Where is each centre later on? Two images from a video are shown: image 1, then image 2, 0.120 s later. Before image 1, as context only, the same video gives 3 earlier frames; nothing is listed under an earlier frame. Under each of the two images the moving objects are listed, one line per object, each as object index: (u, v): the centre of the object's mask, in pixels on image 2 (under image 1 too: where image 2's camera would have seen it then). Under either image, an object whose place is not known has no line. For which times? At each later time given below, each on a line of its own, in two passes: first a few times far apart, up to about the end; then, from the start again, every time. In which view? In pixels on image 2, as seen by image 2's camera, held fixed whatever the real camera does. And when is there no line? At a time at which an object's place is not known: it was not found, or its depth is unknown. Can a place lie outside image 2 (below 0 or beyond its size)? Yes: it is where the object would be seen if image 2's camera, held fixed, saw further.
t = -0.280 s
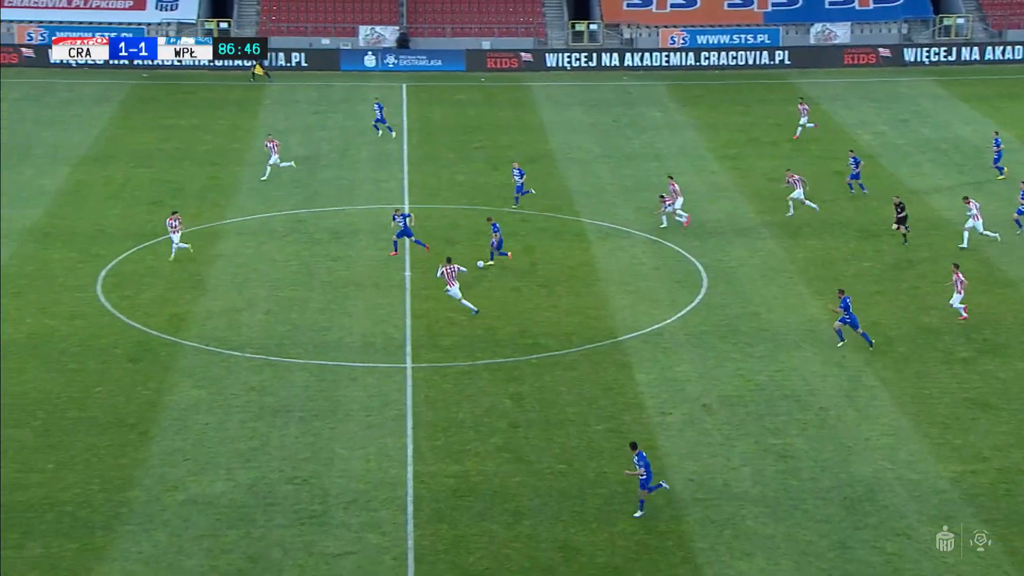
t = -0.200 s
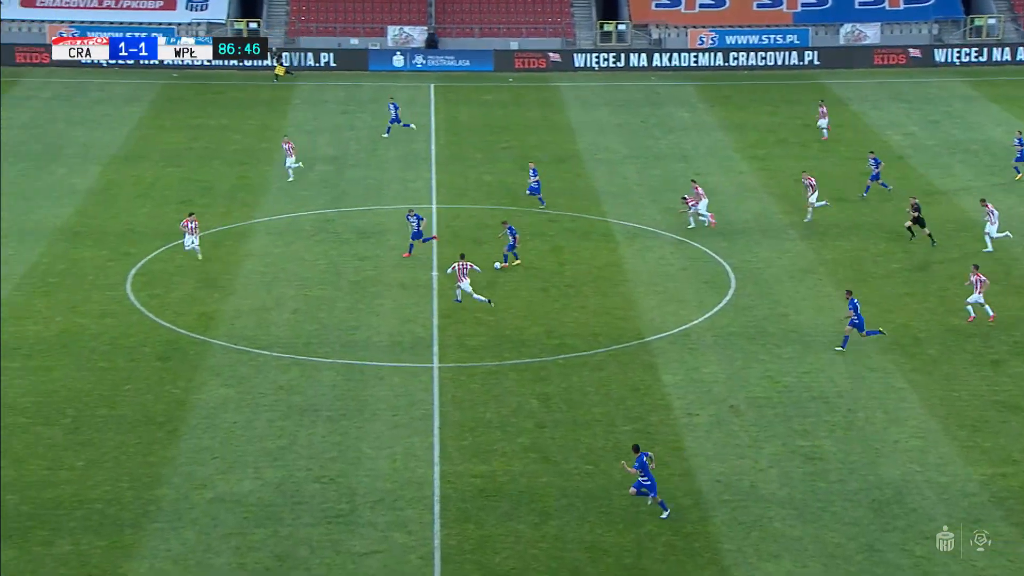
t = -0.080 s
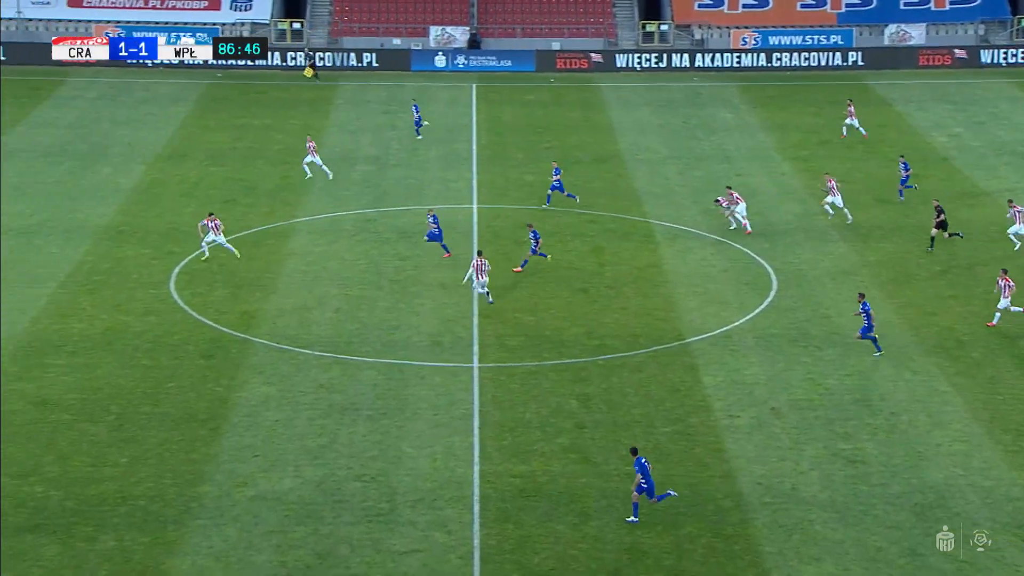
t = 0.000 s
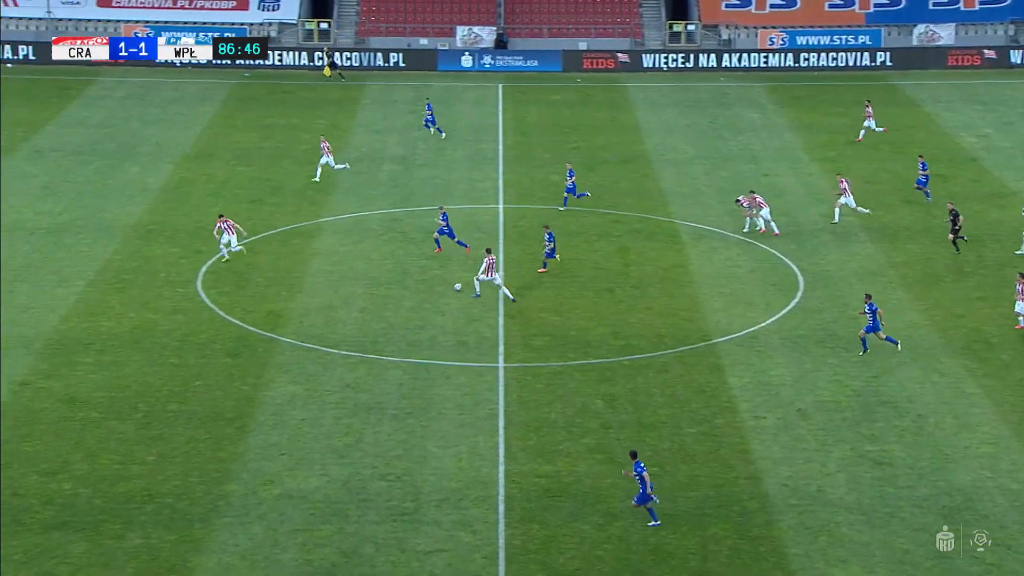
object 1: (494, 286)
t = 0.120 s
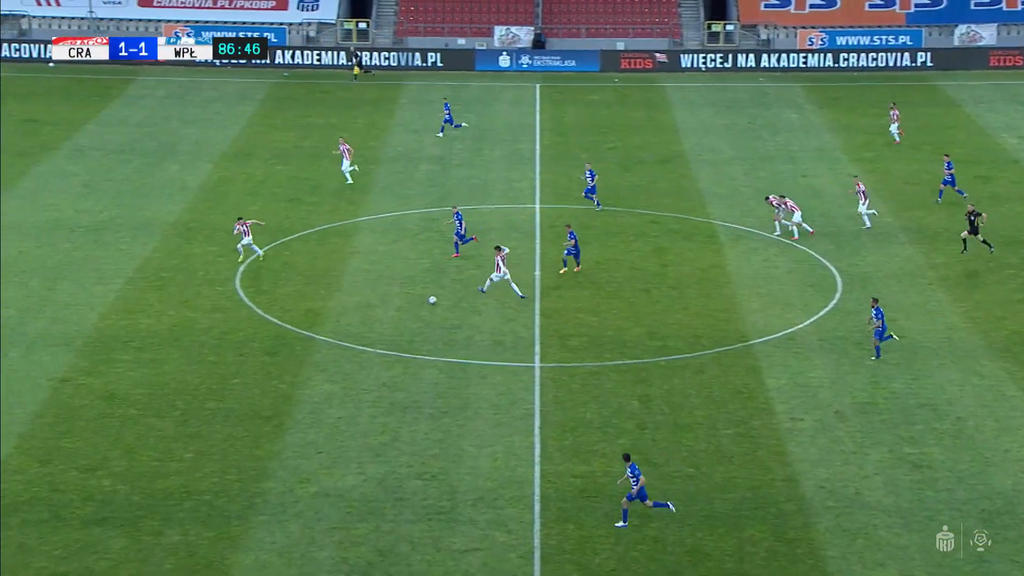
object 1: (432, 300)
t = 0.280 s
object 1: (354, 318)
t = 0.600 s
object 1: (213, 352)
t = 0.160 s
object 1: (411, 305)
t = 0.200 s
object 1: (392, 310)
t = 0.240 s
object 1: (373, 315)
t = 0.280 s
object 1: (354, 318)
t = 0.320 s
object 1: (335, 322)
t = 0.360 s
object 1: (317, 326)
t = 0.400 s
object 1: (298, 332)
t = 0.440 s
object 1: (281, 336)
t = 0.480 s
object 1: (264, 338)
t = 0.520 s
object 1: (247, 342)
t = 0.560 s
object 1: (230, 347)
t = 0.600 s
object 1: (213, 352)
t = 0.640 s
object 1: (196, 357)
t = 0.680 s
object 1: (180, 361)
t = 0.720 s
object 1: (164, 365)
